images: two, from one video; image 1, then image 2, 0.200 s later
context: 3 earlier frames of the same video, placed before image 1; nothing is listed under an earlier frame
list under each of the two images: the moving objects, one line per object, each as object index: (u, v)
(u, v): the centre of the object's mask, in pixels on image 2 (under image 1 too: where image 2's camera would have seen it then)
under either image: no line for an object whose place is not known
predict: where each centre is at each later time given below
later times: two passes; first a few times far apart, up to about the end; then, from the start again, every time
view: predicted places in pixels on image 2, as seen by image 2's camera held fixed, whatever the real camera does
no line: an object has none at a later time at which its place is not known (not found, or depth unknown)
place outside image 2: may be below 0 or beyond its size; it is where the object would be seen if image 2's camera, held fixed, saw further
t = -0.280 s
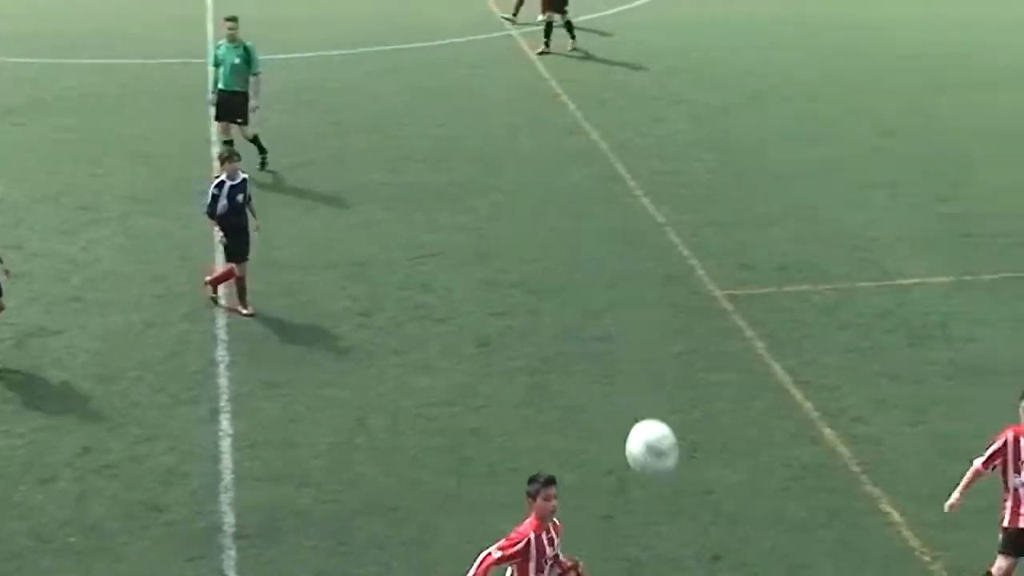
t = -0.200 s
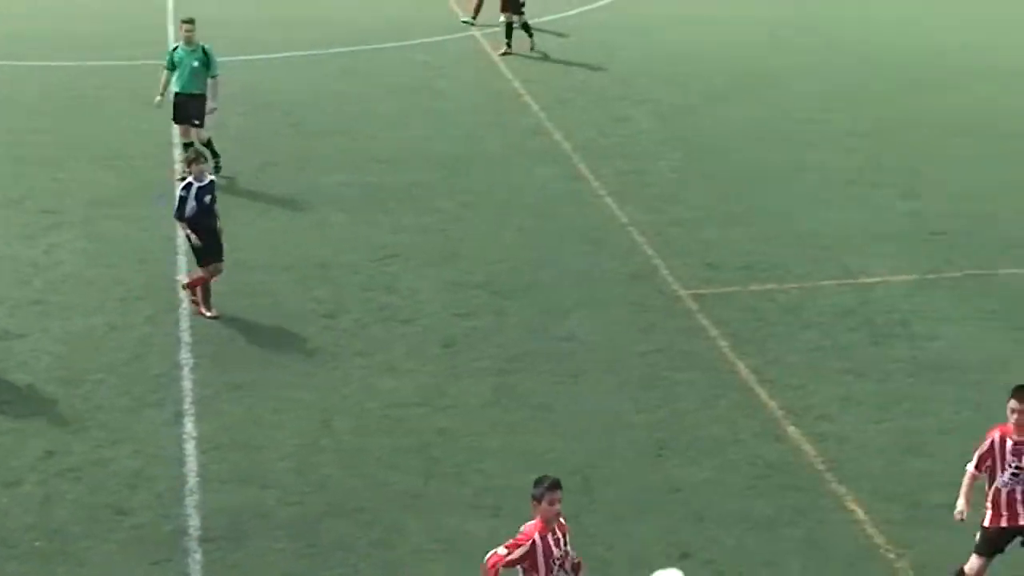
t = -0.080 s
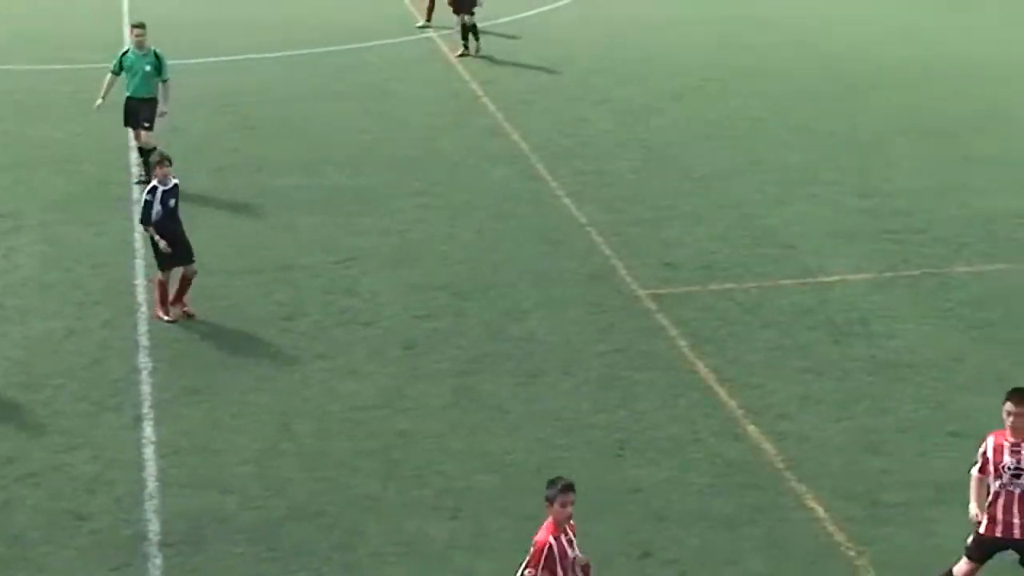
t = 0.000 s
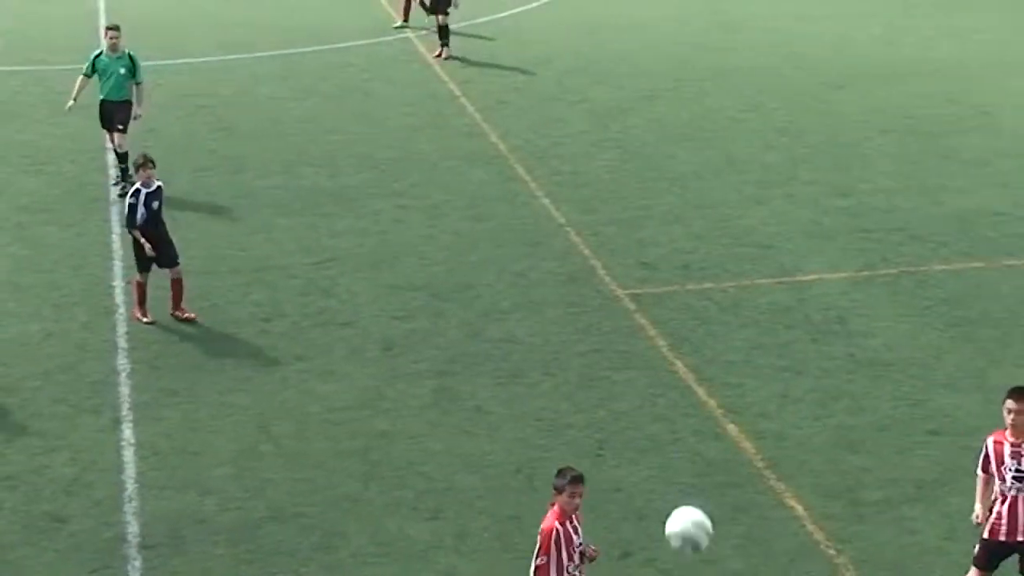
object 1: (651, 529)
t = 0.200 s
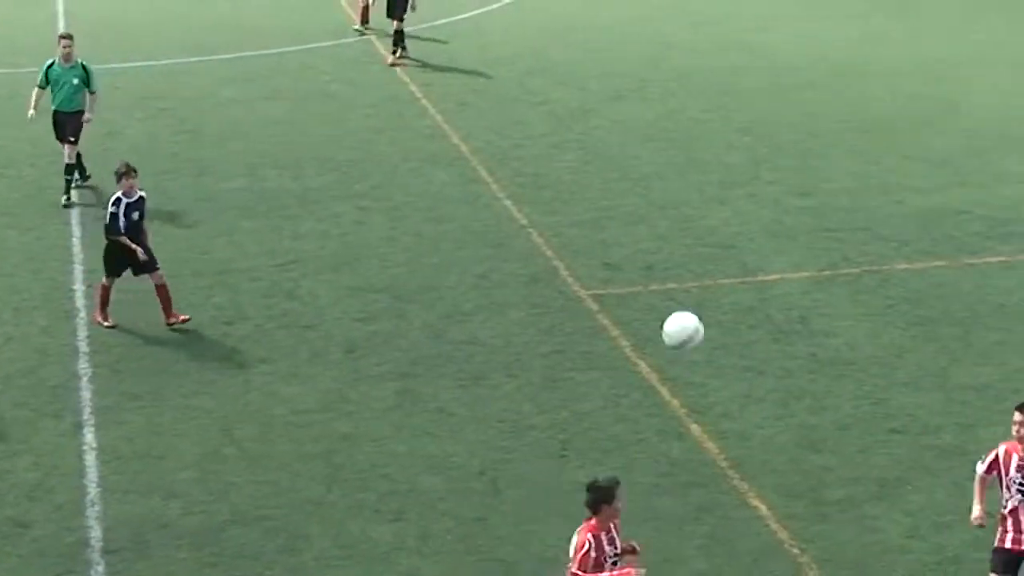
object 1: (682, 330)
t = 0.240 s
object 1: (687, 307)
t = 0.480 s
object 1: (705, 236)
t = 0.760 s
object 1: (715, 274)
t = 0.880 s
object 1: (717, 322)
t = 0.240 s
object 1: (687, 307)
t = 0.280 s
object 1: (692, 286)
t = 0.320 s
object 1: (694, 268)
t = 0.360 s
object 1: (698, 256)
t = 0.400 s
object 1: (701, 246)
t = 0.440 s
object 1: (704, 239)
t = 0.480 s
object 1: (705, 236)
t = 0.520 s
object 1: (708, 235)
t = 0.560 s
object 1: (710, 236)
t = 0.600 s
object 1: (711, 240)
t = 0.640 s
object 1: (712, 245)
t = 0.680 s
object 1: (714, 252)
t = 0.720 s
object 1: (715, 264)
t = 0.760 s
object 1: (715, 274)
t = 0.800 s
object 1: (716, 290)
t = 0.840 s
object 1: (717, 305)
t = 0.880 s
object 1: (717, 322)
